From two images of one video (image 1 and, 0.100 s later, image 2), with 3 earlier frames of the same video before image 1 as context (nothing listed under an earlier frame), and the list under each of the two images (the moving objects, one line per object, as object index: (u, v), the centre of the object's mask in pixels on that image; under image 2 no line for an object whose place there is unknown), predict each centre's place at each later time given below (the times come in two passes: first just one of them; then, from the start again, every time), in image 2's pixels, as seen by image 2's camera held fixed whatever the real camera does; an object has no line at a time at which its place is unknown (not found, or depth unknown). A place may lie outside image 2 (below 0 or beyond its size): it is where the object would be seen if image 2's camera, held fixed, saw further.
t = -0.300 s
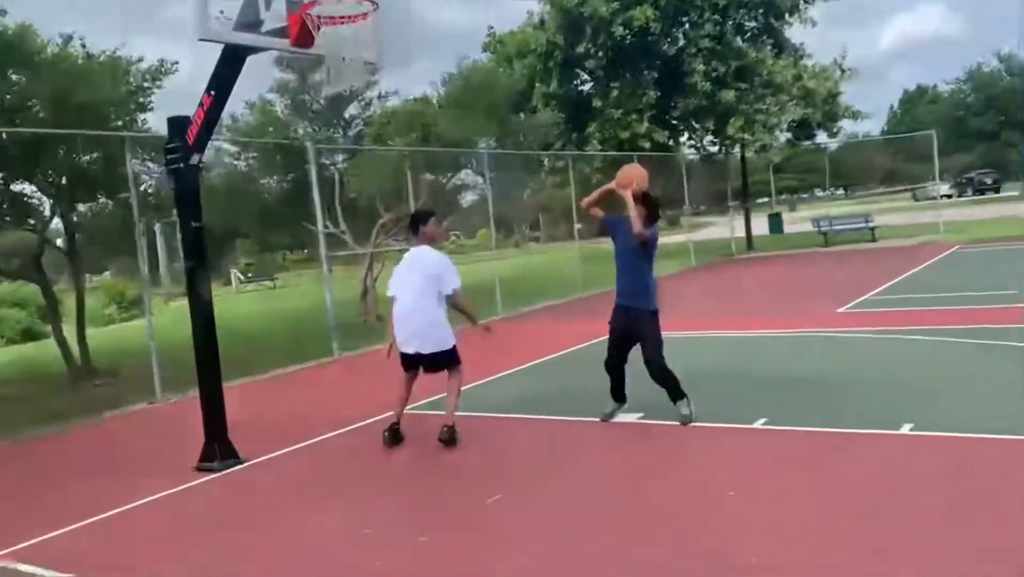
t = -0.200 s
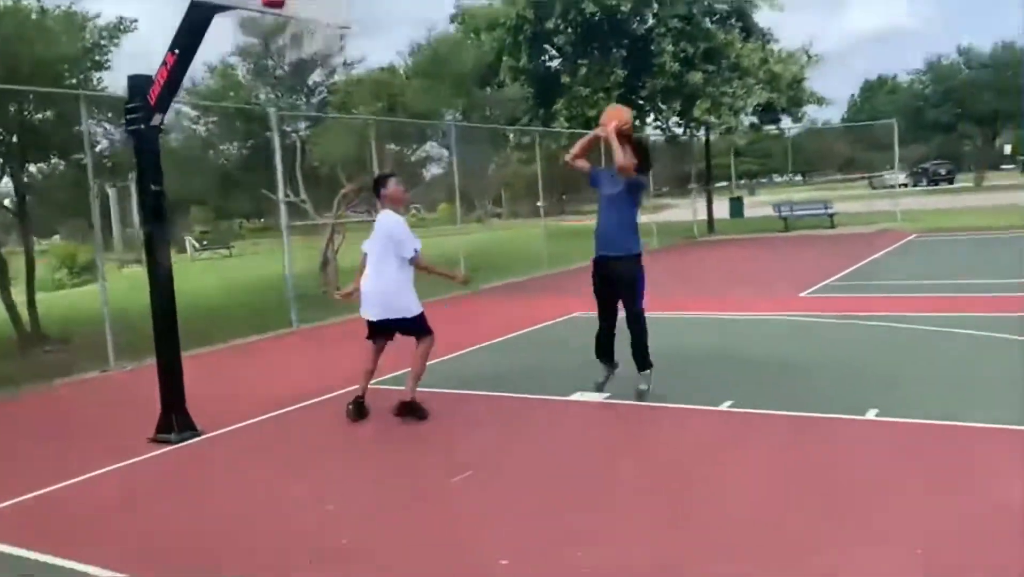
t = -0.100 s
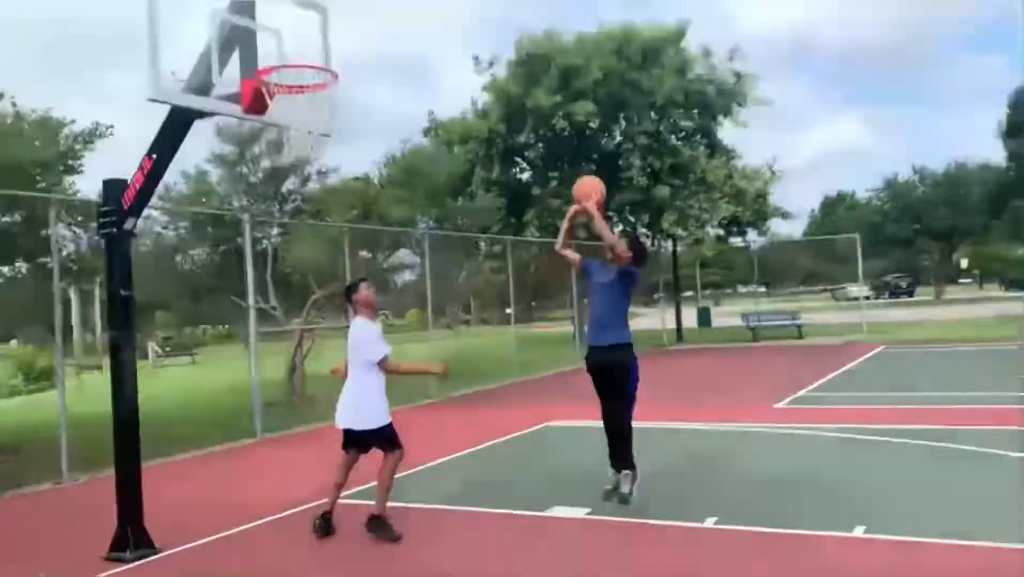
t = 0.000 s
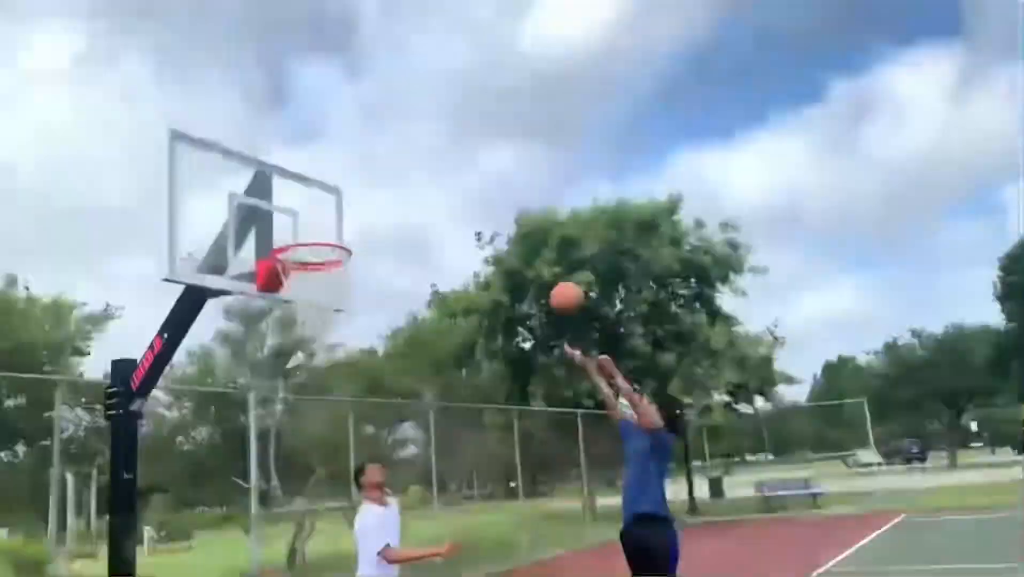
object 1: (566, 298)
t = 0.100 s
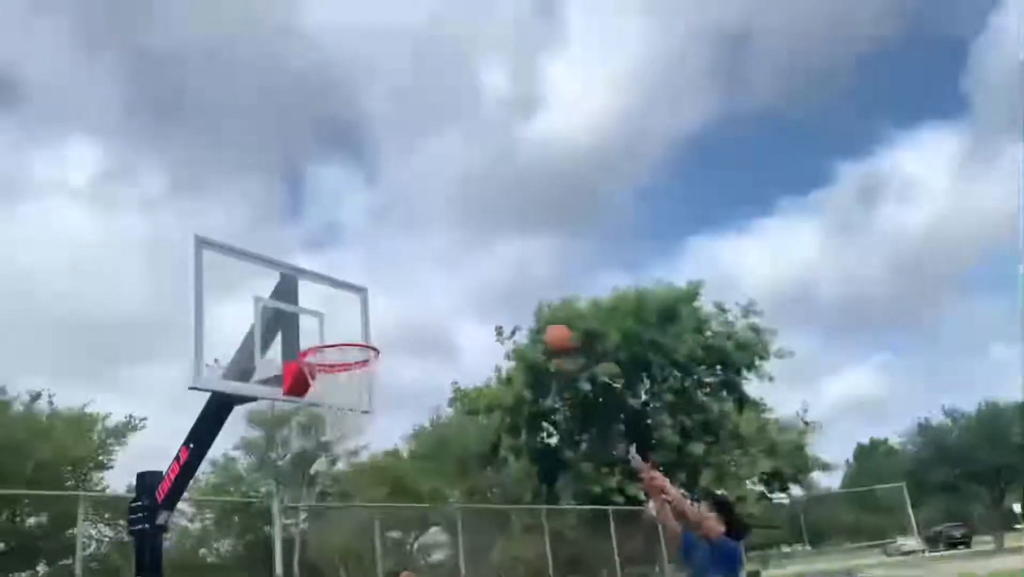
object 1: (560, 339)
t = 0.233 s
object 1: (510, 297)
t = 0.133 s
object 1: (547, 326)
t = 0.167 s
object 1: (537, 315)
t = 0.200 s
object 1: (523, 305)
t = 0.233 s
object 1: (510, 297)
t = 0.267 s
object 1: (498, 290)
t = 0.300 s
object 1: (487, 284)
